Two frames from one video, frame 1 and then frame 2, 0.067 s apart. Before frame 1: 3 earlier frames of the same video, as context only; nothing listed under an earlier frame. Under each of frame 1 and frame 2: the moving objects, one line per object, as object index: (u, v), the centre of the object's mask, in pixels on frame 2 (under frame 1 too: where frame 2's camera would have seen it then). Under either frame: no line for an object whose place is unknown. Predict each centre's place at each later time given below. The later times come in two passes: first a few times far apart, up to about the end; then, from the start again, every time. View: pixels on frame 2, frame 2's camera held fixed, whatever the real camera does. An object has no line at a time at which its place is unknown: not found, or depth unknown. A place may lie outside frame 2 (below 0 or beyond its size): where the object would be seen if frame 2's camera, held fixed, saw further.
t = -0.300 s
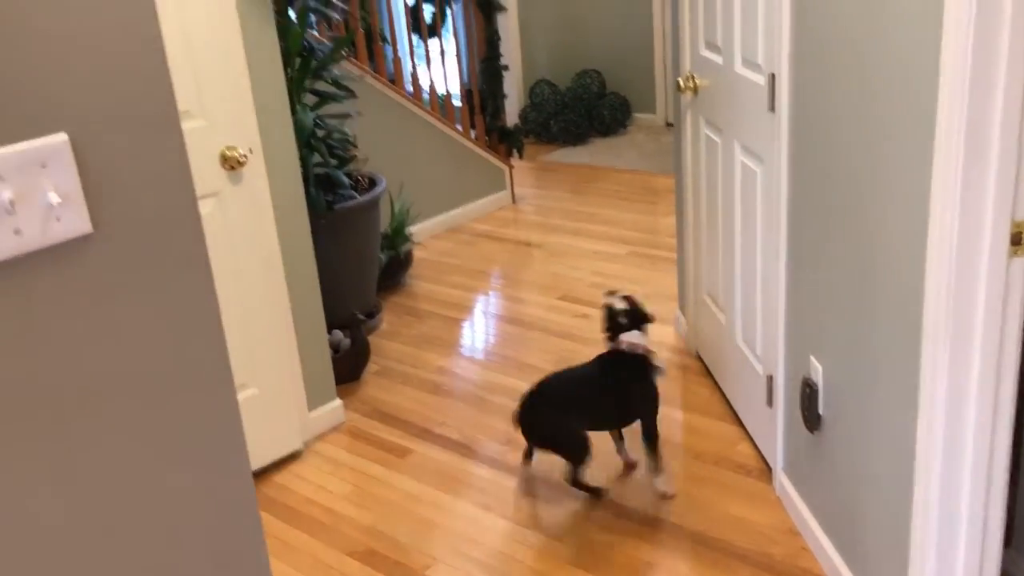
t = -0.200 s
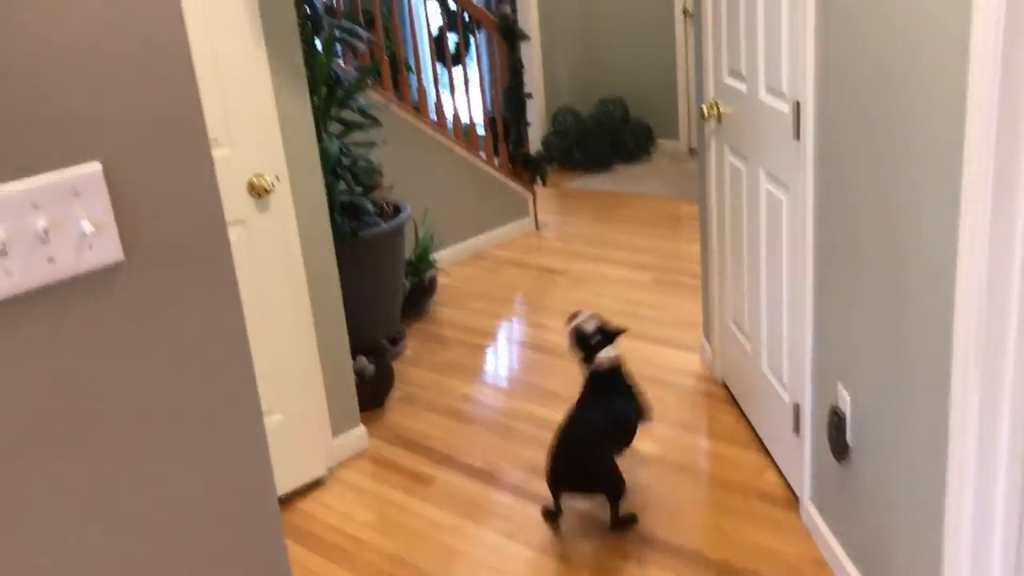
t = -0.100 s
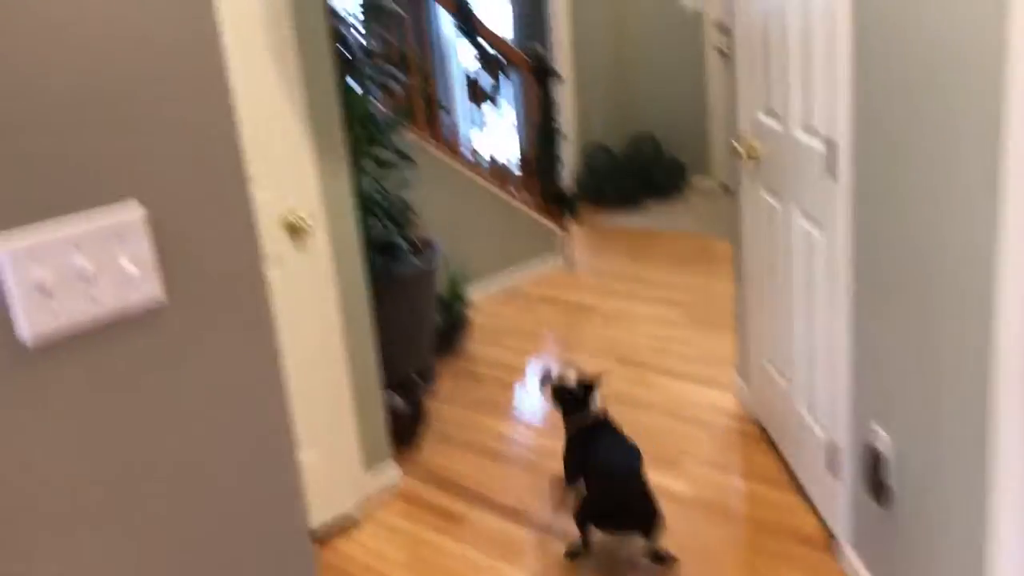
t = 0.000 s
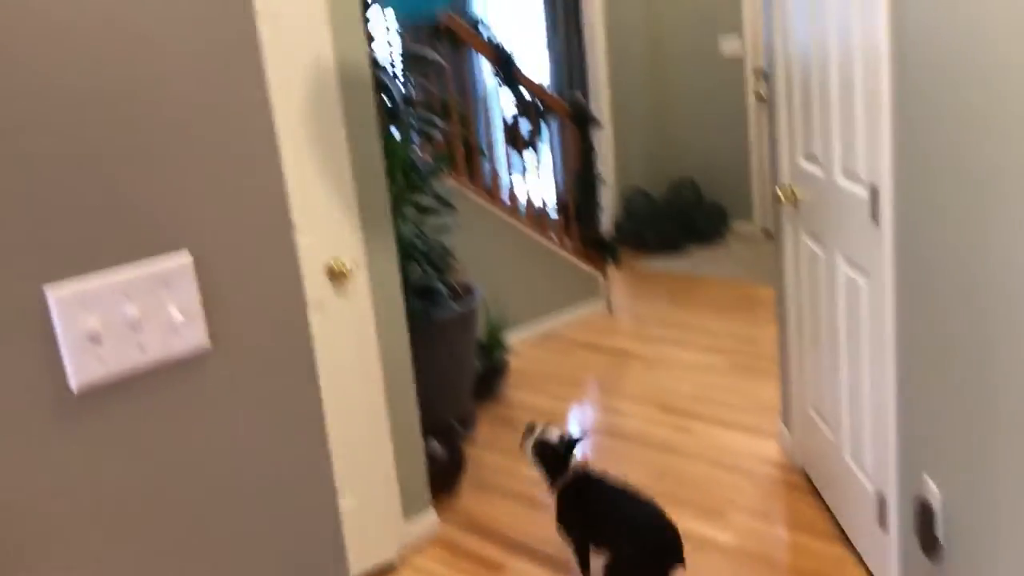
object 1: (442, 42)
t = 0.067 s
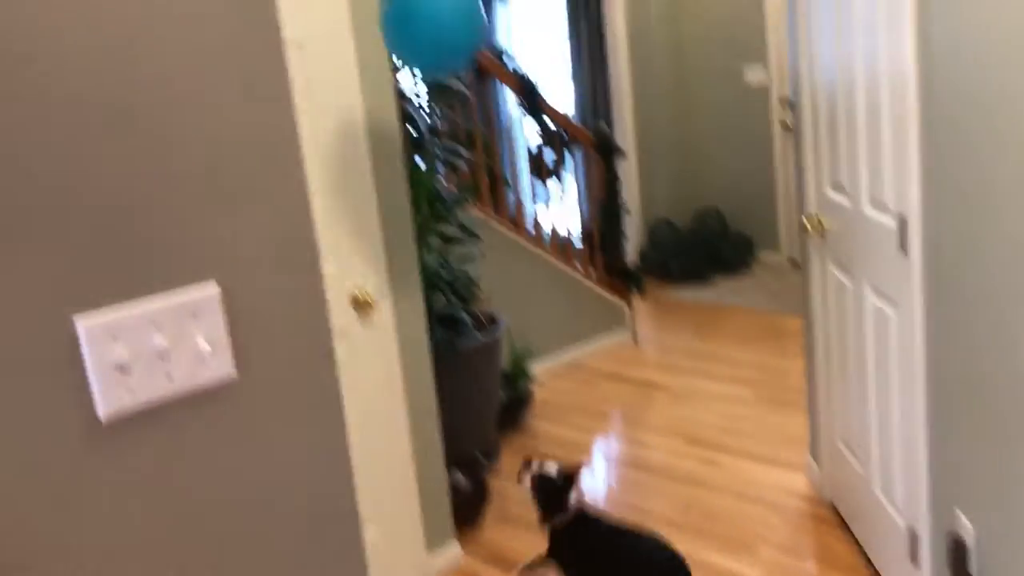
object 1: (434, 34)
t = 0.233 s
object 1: (421, 93)
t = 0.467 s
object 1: (408, 210)
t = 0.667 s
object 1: (395, 321)
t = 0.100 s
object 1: (430, 36)
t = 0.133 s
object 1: (427, 45)
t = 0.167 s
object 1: (425, 61)
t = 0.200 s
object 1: (423, 78)
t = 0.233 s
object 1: (421, 93)
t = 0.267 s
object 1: (419, 108)
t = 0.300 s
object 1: (417, 124)
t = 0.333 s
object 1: (415, 139)
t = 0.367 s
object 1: (414, 156)
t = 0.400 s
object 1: (412, 174)
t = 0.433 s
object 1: (410, 191)
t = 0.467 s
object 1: (408, 210)
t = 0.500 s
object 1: (407, 228)
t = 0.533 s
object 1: (405, 247)
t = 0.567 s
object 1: (403, 266)
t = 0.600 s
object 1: (400, 284)
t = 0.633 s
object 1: (398, 303)
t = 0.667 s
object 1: (395, 321)
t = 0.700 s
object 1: (393, 339)
